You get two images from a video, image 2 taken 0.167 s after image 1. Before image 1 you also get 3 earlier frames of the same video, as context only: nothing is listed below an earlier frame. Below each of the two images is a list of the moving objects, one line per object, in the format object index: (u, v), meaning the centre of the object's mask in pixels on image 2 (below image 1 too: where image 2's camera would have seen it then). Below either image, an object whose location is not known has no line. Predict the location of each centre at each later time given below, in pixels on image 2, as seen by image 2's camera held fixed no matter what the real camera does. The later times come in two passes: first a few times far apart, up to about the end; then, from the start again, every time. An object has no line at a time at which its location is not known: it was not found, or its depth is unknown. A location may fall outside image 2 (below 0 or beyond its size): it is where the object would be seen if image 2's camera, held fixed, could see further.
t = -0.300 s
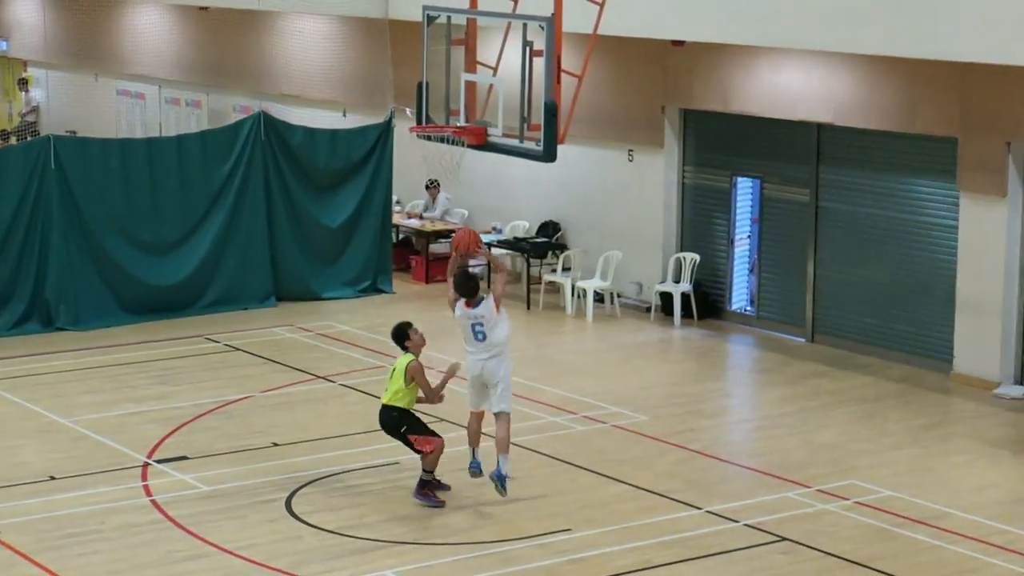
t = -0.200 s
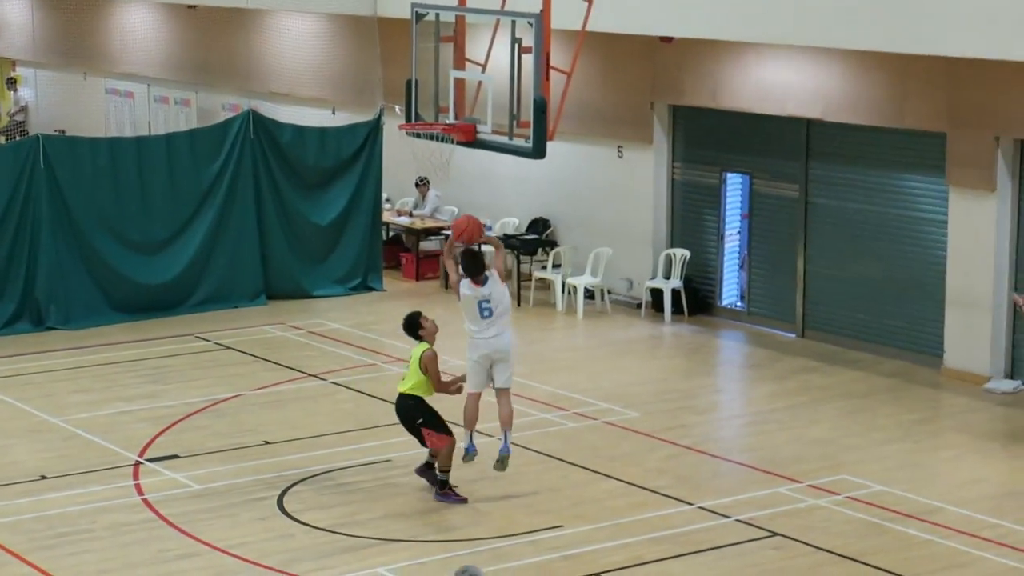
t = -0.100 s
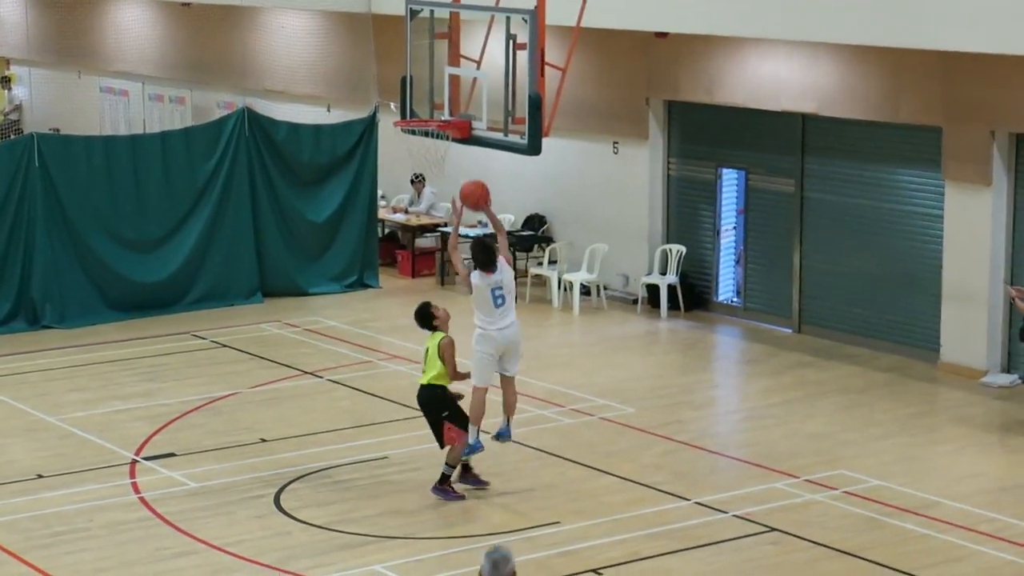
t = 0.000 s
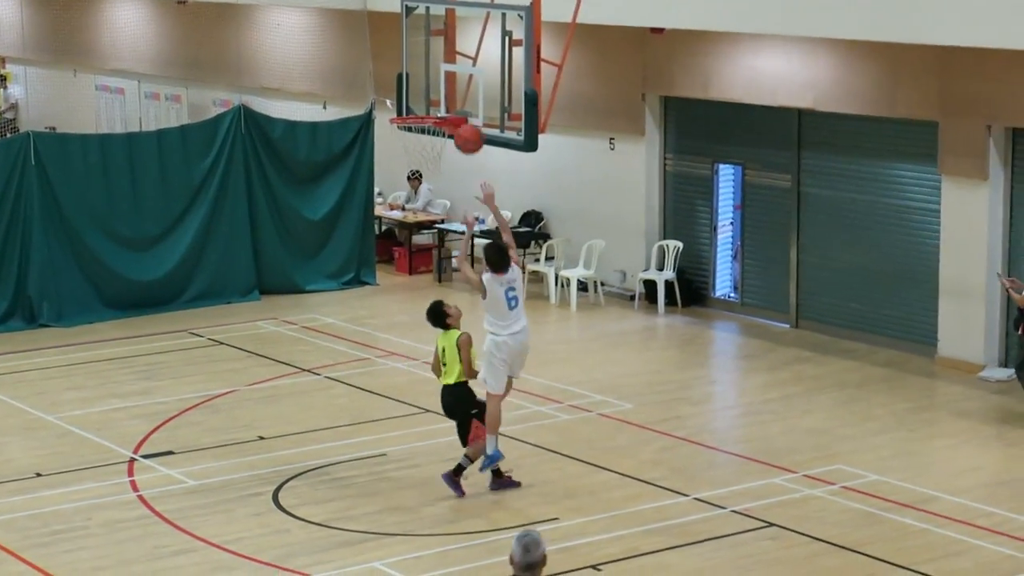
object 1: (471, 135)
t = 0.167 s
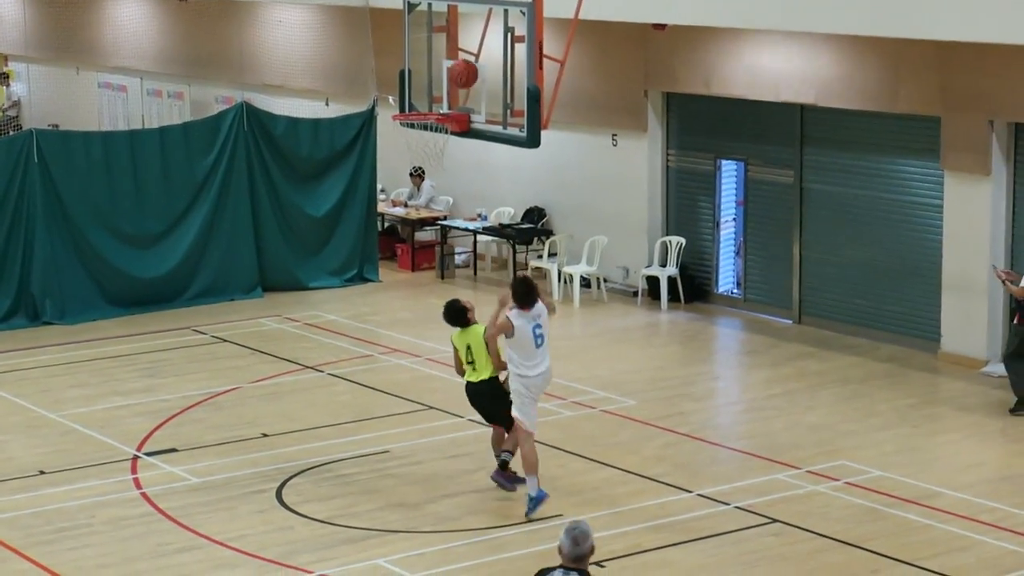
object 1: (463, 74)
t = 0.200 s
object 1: (459, 67)
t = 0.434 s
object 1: (422, 67)
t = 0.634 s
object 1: (397, 96)
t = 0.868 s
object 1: (382, 110)
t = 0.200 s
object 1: (459, 67)
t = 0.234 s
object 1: (454, 63)
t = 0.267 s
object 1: (448, 60)
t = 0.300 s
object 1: (443, 59)
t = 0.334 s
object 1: (437, 59)
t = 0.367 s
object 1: (432, 60)
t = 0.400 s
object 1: (427, 63)
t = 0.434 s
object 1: (422, 67)
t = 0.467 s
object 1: (417, 72)
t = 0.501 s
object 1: (411, 78)
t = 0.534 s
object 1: (406, 86)
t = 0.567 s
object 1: (401, 95)
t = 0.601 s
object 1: (398, 99)
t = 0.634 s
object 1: (397, 96)
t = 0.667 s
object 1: (394, 94)
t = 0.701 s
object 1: (392, 93)
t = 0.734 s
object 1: (390, 94)
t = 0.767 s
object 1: (389, 96)
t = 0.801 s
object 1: (387, 99)
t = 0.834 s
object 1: (385, 104)
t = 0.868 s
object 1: (382, 110)
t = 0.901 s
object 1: (380, 118)
